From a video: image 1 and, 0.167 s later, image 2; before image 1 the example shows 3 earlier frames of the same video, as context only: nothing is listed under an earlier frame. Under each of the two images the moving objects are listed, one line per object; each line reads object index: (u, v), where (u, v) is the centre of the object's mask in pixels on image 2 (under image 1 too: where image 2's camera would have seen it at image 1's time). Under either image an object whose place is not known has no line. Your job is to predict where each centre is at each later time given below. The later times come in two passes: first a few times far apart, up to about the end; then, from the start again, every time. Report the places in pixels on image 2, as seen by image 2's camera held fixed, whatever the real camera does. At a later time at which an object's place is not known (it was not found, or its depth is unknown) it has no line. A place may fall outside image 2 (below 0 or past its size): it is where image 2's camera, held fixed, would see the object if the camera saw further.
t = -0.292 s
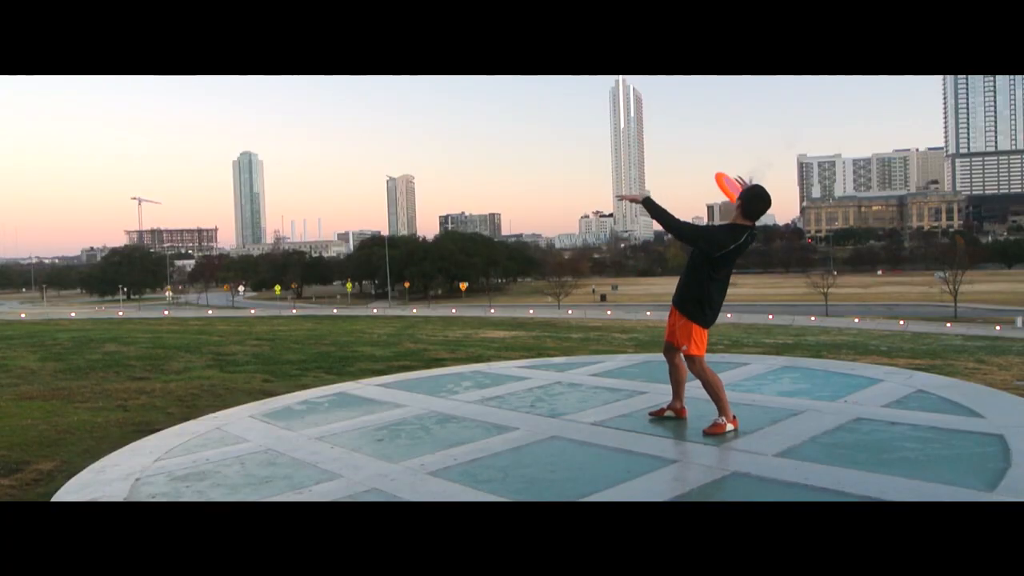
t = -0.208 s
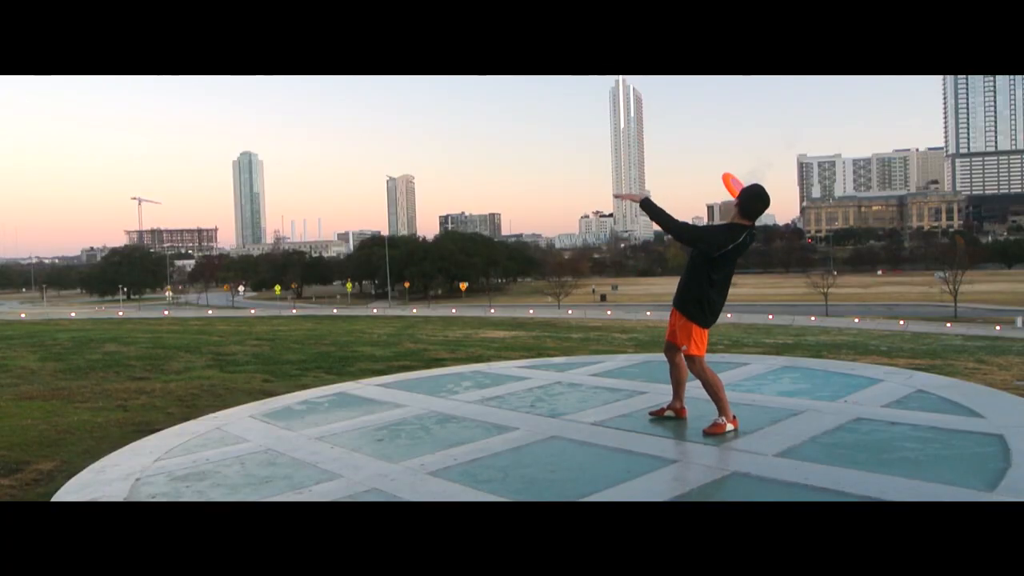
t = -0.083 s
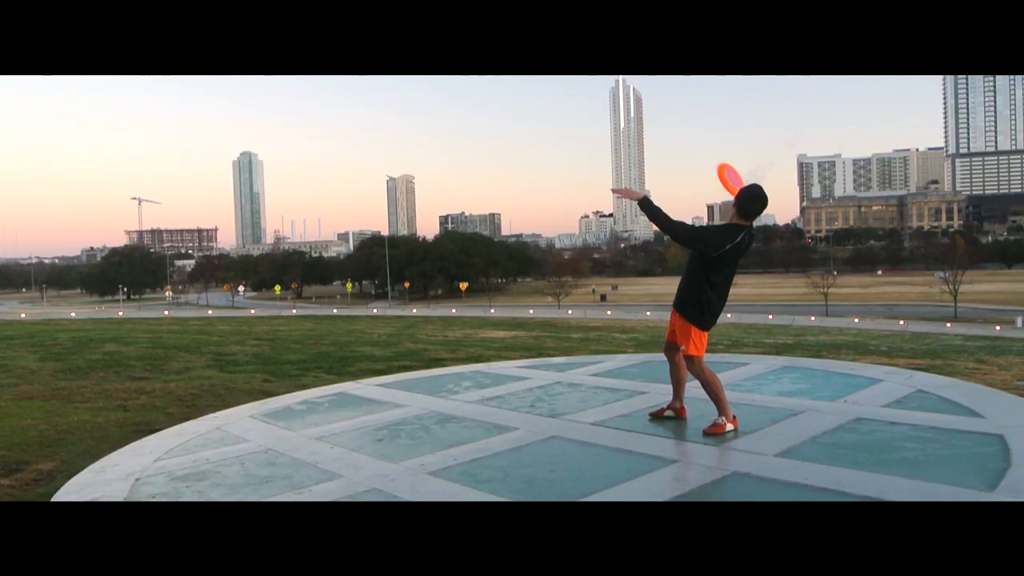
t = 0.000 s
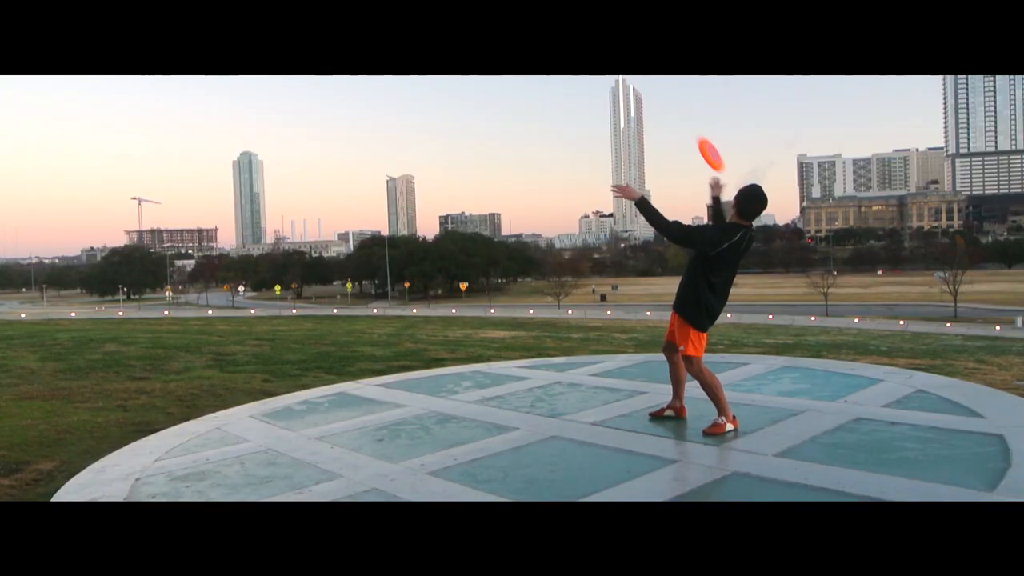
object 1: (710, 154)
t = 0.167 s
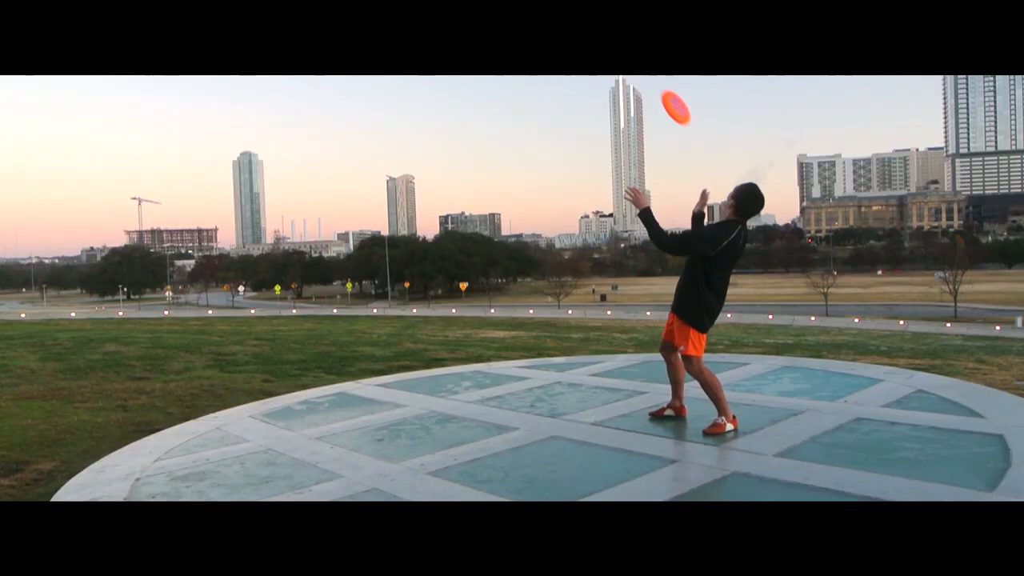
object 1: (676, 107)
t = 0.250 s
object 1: (663, 91)
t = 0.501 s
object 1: (643, 80)
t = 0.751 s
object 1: (633, 97)
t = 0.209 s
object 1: (669, 98)
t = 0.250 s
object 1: (663, 91)
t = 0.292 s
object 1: (659, 87)
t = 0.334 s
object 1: (656, 84)
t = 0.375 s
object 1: (653, 82)
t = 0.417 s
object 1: (649, 81)
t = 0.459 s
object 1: (646, 80)
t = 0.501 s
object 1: (643, 80)
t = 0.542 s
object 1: (641, 81)
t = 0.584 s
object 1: (639, 82)
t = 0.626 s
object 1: (636, 84)
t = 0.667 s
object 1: (634, 87)
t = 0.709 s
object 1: (633, 91)
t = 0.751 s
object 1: (633, 97)
